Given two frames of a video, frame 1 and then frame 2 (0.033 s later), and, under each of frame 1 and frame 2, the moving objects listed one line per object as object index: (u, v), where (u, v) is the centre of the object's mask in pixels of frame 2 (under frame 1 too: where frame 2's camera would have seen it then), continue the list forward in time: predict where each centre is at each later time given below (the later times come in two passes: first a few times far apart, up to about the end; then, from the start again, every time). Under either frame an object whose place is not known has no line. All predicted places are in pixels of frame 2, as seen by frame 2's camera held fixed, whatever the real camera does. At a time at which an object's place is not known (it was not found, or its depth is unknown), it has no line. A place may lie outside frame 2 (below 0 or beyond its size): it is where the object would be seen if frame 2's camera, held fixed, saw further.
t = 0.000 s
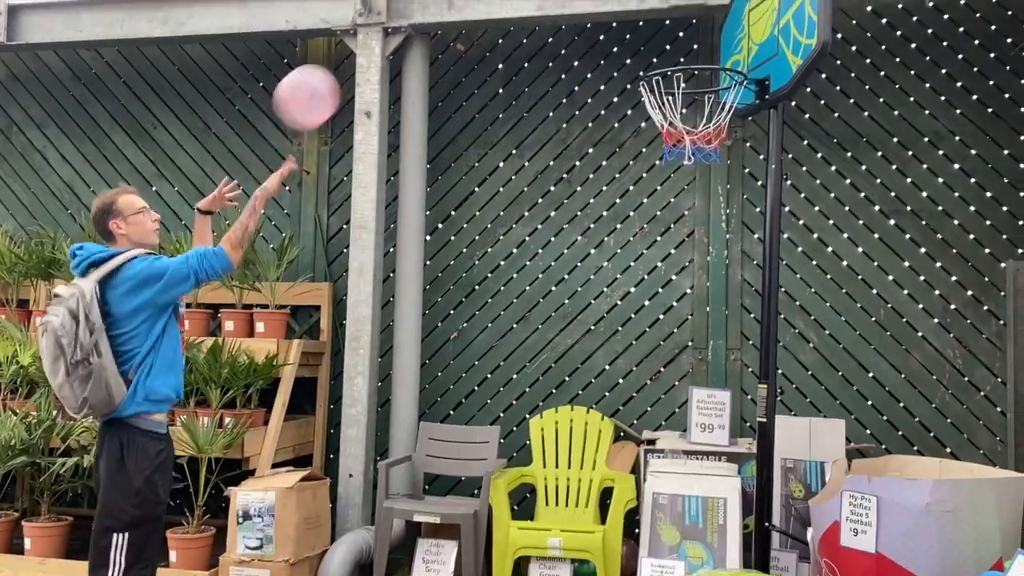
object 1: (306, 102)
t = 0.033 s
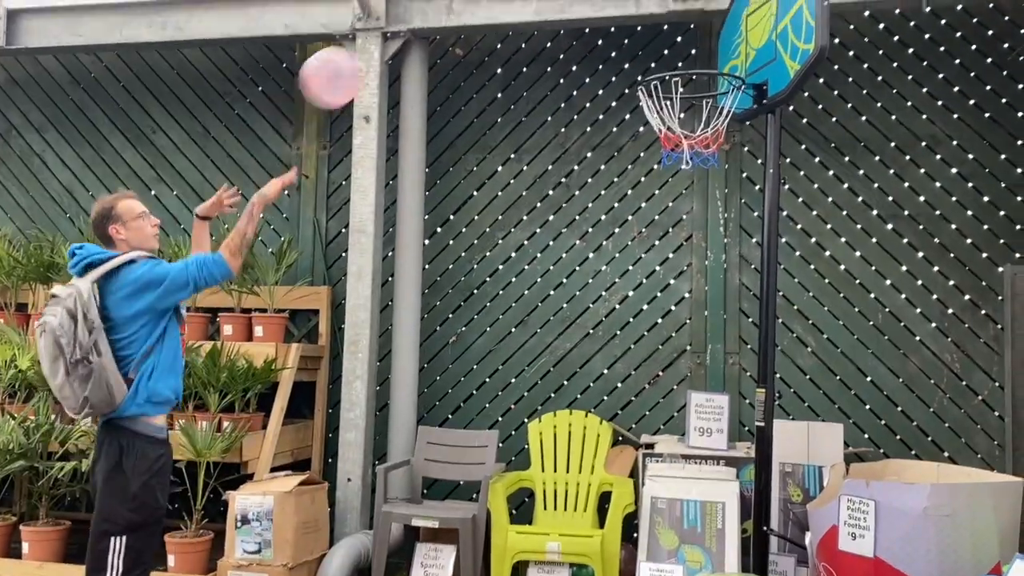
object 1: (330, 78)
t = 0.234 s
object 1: (471, 6)
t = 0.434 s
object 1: (582, 19)
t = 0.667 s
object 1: (659, 41)
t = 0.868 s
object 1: (690, 65)
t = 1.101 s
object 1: (704, 105)
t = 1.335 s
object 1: (706, 181)
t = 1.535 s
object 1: (708, 343)
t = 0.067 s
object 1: (357, 57)
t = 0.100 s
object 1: (382, 41)
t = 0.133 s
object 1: (406, 28)
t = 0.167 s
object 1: (428, 17)
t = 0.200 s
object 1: (450, 9)
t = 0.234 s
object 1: (471, 6)
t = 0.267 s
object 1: (491, 3)
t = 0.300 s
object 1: (511, 2)
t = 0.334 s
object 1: (529, 2)
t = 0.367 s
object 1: (547, 5)
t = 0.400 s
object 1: (565, 11)
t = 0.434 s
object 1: (582, 19)
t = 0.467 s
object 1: (599, 28)
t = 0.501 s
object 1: (615, 40)
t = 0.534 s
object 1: (631, 52)
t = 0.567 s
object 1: (642, 57)
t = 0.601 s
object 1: (648, 49)
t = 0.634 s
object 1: (654, 44)
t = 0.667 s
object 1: (659, 41)
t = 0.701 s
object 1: (665, 39)
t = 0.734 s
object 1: (670, 40)
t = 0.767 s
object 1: (676, 43)
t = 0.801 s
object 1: (681, 48)
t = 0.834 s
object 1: (686, 53)
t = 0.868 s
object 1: (690, 65)
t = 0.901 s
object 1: (695, 76)
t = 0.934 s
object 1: (698, 83)
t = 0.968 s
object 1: (699, 84)
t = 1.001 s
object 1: (701, 86)
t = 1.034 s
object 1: (702, 91)
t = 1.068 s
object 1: (704, 97)
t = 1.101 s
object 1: (704, 105)
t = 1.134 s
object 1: (705, 116)
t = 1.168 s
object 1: (705, 122)
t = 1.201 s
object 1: (706, 128)
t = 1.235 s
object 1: (706, 137)
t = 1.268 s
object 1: (706, 149)
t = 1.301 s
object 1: (706, 163)
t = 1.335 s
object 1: (706, 181)
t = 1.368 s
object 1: (706, 201)
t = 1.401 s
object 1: (706, 224)
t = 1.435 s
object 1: (707, 250)
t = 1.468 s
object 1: (708, 279)
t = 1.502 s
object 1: (708, 310)
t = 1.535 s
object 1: (708, 343)
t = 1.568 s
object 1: (709, 376)
